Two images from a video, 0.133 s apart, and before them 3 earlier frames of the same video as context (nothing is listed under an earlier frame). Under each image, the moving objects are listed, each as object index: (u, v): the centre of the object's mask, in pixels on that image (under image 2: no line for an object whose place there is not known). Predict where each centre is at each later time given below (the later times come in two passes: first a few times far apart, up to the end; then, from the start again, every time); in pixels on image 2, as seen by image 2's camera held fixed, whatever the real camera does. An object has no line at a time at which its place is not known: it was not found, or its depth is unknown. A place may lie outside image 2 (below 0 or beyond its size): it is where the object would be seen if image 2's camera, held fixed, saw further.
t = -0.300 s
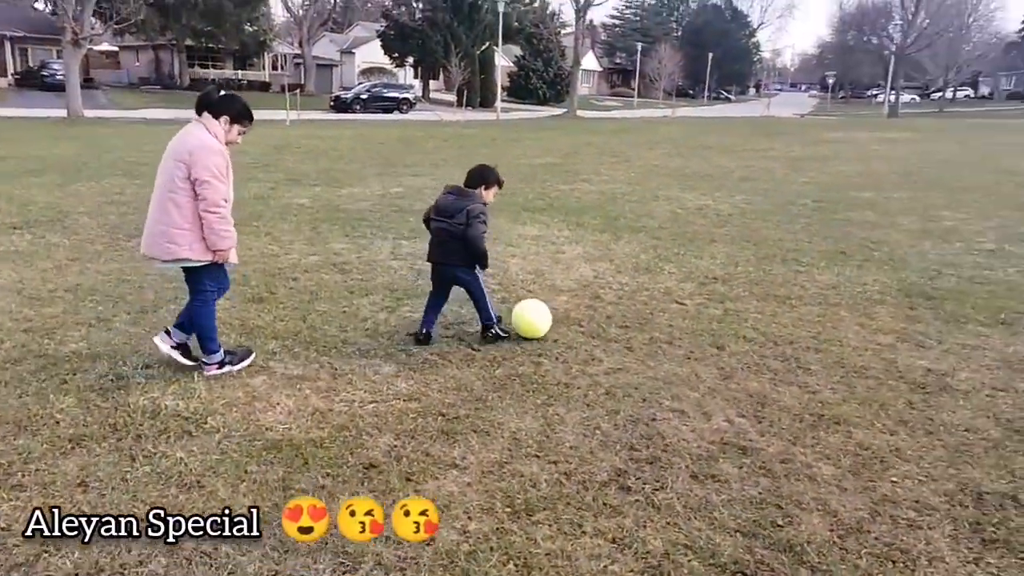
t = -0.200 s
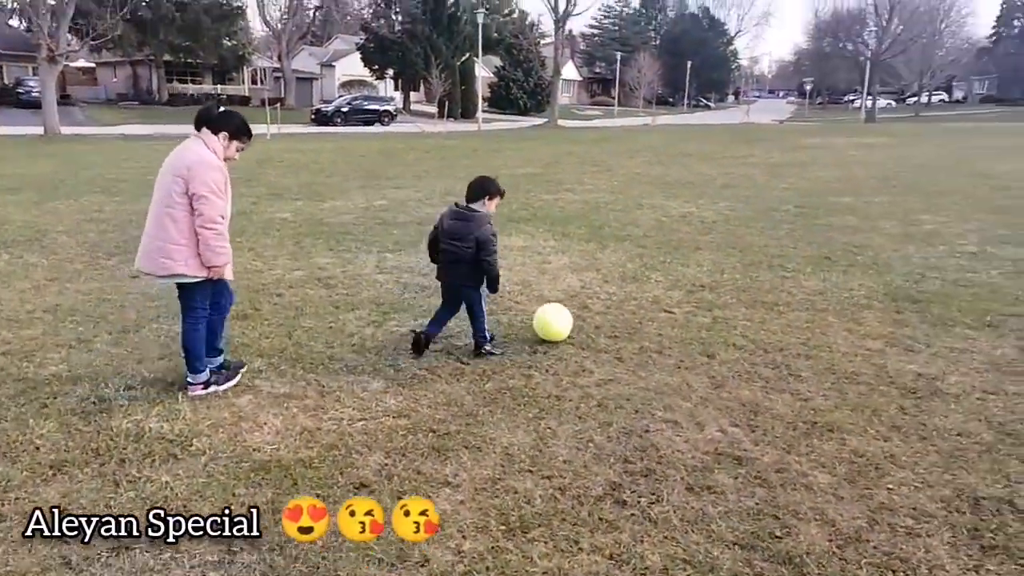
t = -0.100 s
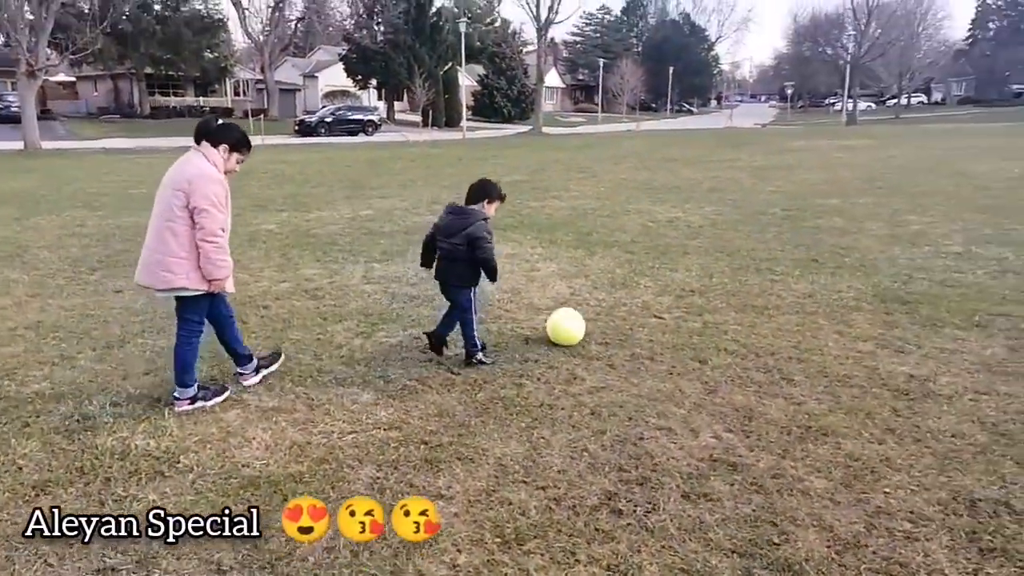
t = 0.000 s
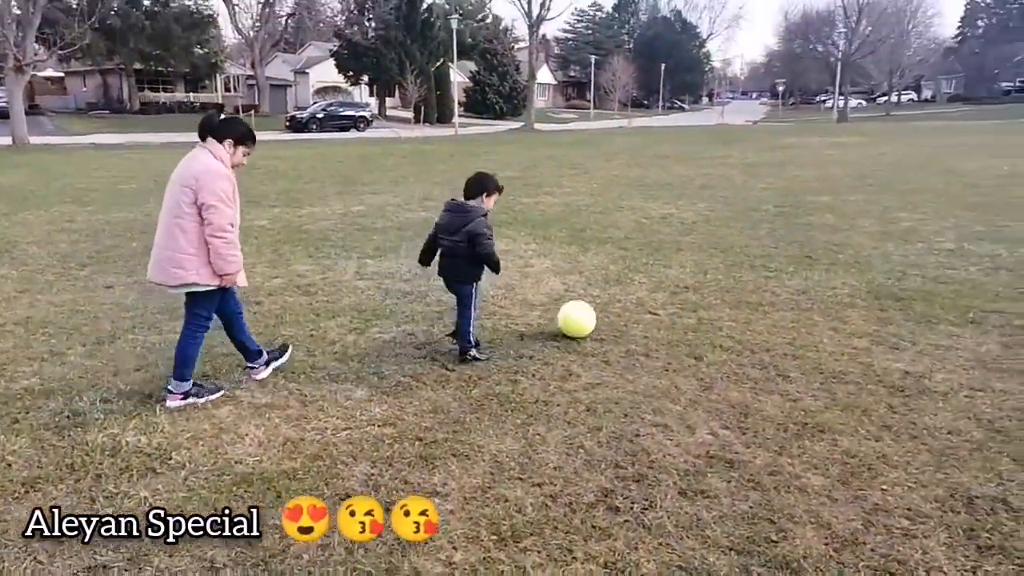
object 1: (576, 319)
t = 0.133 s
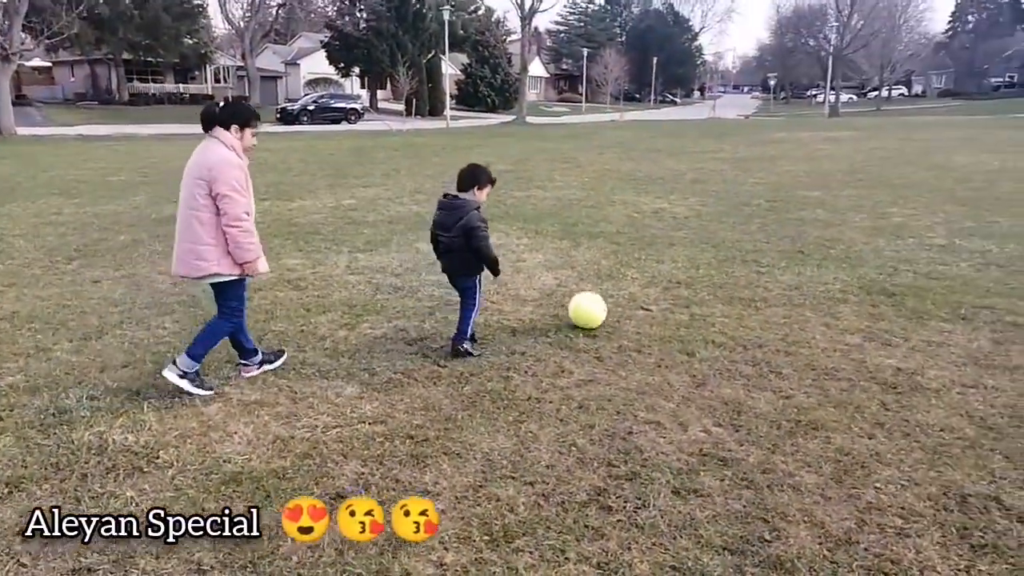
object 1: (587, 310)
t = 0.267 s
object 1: (604, 306)
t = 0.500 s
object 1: (628, 301)
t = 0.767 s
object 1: (648, 297)
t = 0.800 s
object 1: (650, 297)
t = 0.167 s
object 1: (592, 309)
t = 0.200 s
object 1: (596, 308)
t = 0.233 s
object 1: (600, 306)
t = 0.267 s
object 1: (604, 306)
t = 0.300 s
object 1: (608, 306)
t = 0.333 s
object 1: (612, 305)
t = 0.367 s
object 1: (616, 304)
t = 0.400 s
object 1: (619, 303)
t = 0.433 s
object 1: (622, 302)
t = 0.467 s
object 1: (625, 302)
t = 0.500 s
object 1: (628, 301)
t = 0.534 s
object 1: (631, 300)
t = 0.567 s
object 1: (634, 299)
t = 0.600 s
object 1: (637, 299)
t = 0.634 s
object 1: (639, 299)
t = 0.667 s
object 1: (642, 299)
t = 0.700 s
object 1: (644, 298)
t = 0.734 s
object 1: (647, 298)
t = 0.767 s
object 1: (648, 297)
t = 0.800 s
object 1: (650, 297)
